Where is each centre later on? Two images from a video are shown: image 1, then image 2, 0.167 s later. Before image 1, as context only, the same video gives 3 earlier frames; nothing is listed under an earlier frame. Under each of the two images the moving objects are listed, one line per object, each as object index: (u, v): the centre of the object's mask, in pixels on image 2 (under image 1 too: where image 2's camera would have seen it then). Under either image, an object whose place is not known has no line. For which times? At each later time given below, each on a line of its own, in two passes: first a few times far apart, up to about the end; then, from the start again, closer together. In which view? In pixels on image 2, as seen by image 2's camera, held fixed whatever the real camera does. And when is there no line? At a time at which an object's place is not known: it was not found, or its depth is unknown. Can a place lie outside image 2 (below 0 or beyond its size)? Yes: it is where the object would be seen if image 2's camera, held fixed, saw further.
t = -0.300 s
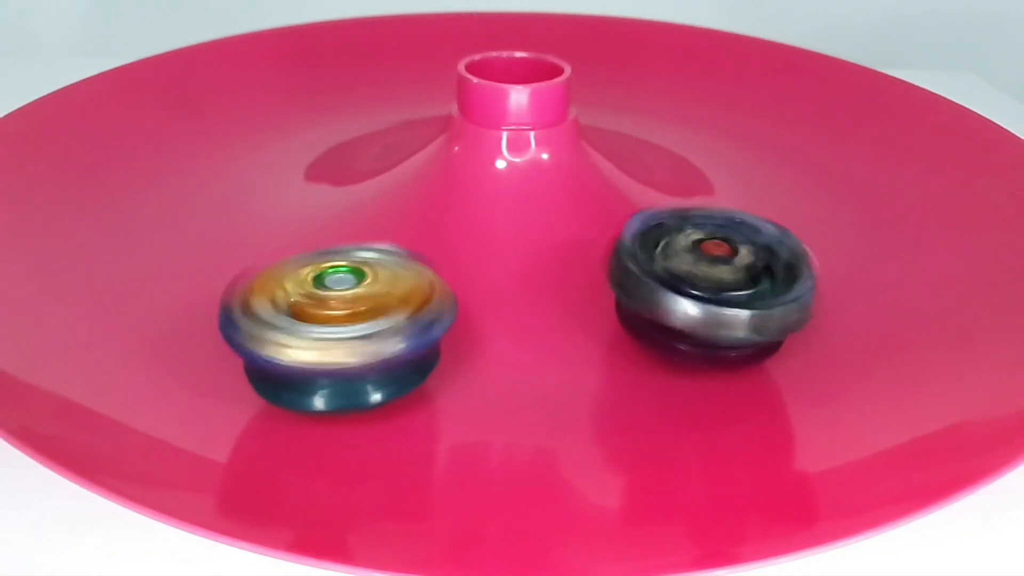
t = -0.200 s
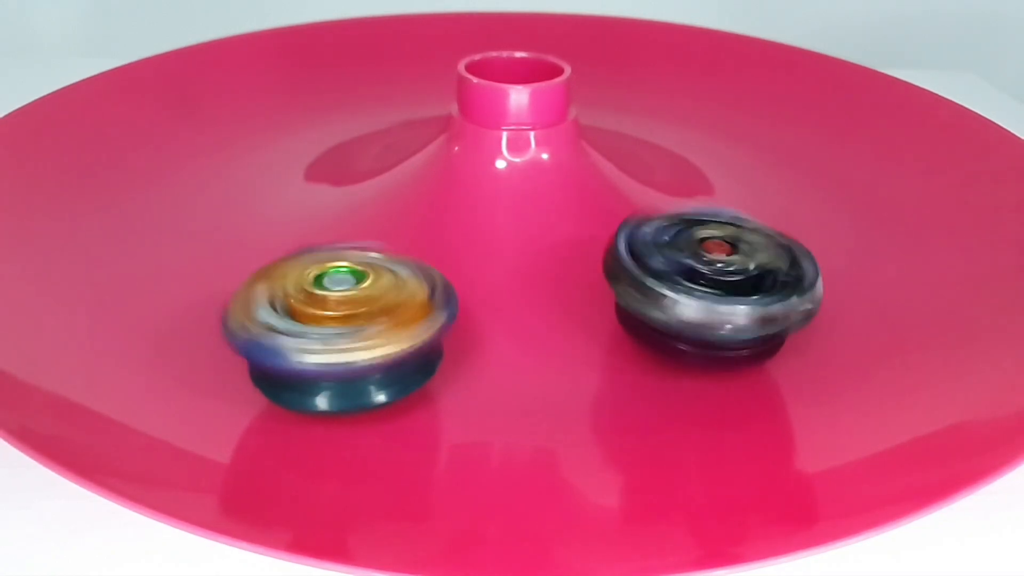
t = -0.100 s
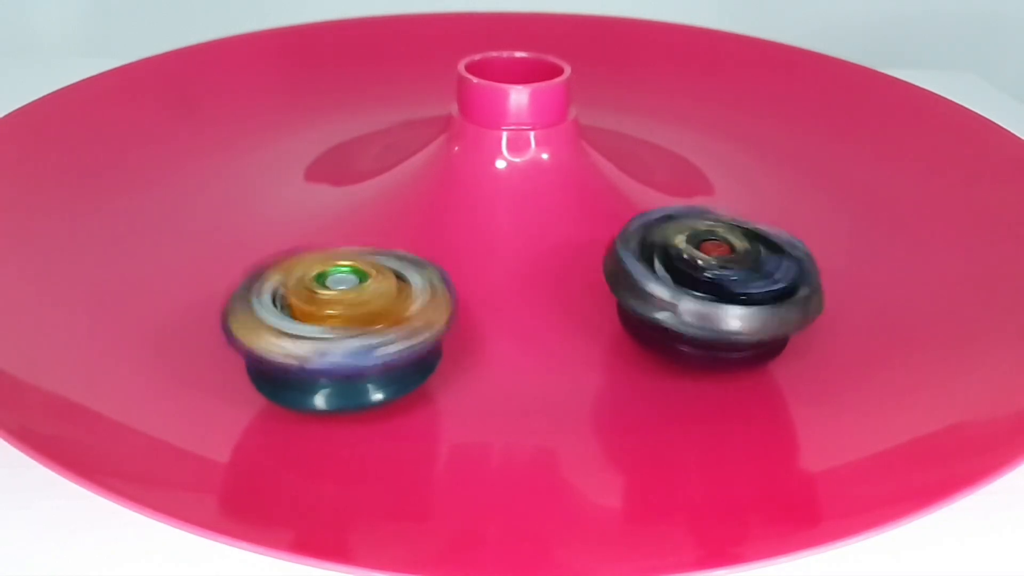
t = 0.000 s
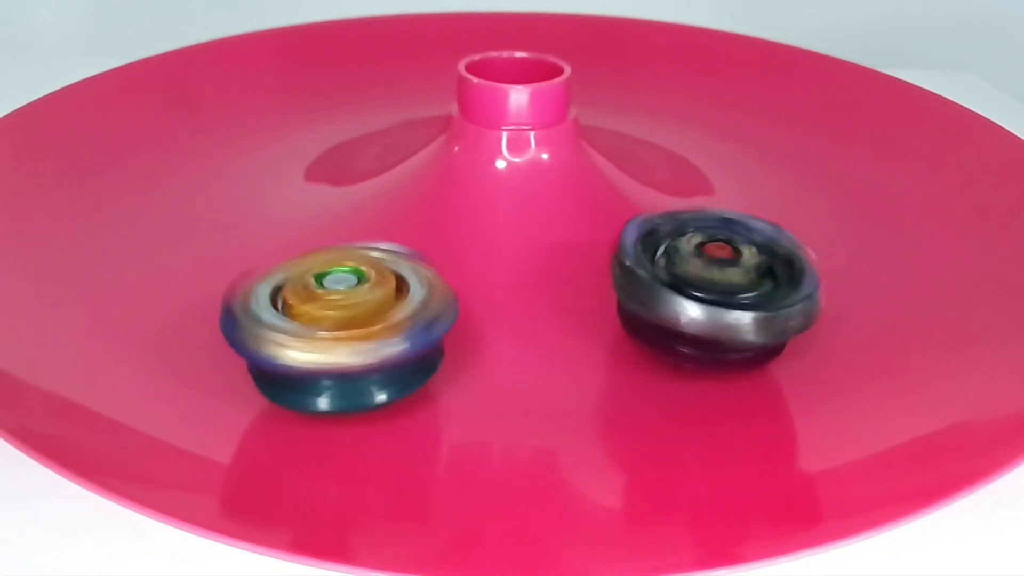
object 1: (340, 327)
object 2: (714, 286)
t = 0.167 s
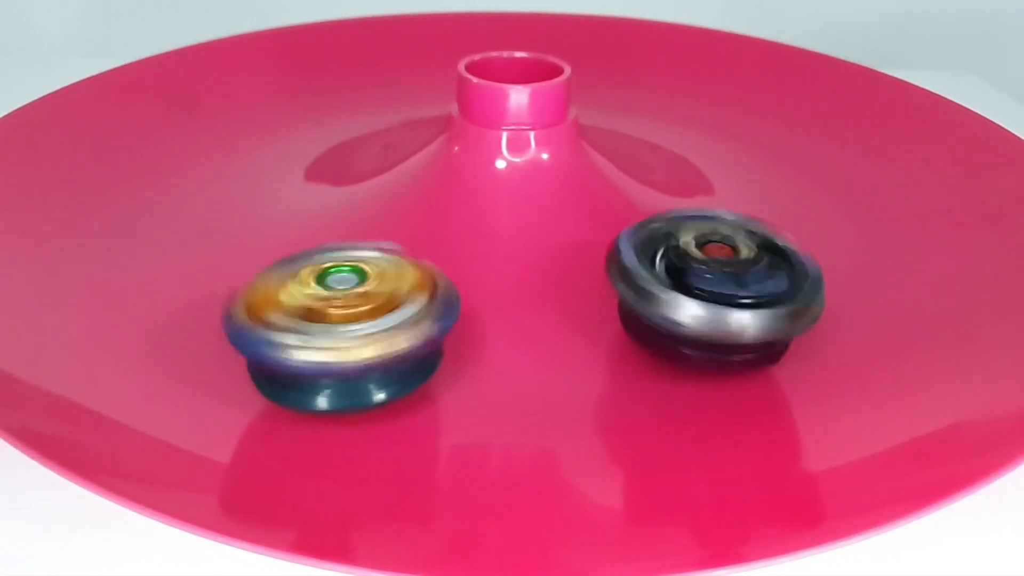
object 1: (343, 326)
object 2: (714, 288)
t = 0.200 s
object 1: (341, 327)
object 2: (714, 289)
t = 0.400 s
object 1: (344, 326)
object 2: (715, 290)
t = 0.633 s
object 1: (345, 326)
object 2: (716, 293)
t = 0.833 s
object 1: (345, 325)
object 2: (718, 296)
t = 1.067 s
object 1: (349, 325)
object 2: (718, 301)
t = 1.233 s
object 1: (350, 325)
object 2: (718, 302)
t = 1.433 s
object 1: (349, 324)
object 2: (719, 306)
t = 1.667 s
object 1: (352, 324)
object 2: (719, 309)
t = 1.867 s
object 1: (352, 324)
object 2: (720, 313)
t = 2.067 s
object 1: (355, 324)
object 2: (723, 316)
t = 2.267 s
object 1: (356, 324)
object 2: (722, 319)
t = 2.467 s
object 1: (355, 323)
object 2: (723, 323)
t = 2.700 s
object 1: (357, 323)
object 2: (724, 326)
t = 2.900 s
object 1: (359, 323)
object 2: (726, 330)
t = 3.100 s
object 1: (360, 323)
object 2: (725, 334)
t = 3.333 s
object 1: (362, 322)
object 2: (725, 336)
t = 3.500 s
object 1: (363, 321)
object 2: (726, 339)
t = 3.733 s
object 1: (364, 321)
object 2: (723, 343)
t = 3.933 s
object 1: (364, 321)
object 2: (721, 345)
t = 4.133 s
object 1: (364, 320)
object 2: (720, 347)
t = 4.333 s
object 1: (367, 320)
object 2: (716, 350)
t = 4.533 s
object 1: (367, 321)
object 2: (713, 351)
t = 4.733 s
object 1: (368, 321)
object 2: (710, 353)
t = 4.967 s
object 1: (369, 320)
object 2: (707, 355)
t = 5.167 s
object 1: (371, 320)
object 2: (701, 356)
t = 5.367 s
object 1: (370, 319)
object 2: (696, 357)
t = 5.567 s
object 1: (373, 319)
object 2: (693, 359)
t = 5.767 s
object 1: (373, 320)
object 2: (687, 359)
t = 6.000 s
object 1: (375, 319)
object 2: (680, 360)
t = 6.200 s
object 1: (375, 320)
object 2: (677, 361)
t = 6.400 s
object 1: (377, 320)
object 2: (669, 361)
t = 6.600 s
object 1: (376, 320)
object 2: (663, 360)
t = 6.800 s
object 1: (377, 320)
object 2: (660, 361)
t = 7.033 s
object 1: (378, 320)
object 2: (651, 360)
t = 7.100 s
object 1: (379, 320)
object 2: (651, 360)
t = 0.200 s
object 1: (341, 327)
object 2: (714, 289)
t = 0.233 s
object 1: (342, 327)
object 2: (715, 289)
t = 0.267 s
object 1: (343, 326)
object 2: (715, 289)
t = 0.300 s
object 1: (342, 326)
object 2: (716, 290)
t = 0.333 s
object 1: (344, 326)
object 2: (715, 289)
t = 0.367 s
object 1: (342, 326)
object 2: (715, 290)
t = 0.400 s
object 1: (344, 326)
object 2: (715, 290)
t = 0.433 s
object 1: (342, 326)
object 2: (715, 291)
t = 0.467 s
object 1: (345, 326)
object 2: (715, 292)
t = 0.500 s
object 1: (343, 325)
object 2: (715, 292)
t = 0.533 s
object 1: (344, 326)
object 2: (716, 293)
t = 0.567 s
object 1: (345, 326)
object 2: (717, 292)
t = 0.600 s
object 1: (343, 325)
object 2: (717, 292)
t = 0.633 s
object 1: (345, 326)
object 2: (716, 293)
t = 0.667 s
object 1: (344, 326)
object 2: (716, 294)
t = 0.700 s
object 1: (346, 326)
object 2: (716, 294)
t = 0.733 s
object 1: (344, 325)
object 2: (716, 295)
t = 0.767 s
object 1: (345, 325)
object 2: (717, 296)
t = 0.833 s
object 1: (345, 325)
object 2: (718, 296)
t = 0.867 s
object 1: (346, 326)
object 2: (718, 297)
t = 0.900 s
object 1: (347, 326)
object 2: (717, 297)
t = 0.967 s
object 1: (346, 325)
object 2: (718, 300)
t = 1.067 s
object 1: (349, 325)
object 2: (718, 301)
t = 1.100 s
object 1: (347, 325)
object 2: (718, 301)
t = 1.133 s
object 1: (348, 325)
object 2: (719, 301)
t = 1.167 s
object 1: (349, 325)
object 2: (720, 301)
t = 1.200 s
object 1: (348, 324)
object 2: (718, 302)
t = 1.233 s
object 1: (350, 325)
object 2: (718, 302)
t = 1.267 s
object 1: (348, 324)
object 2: (719, 303)
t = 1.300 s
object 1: (350, 325)
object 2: (718, 304)
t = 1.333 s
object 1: (348, 325)
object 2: (719, 304)
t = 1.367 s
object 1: (350, 325)
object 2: (718, 305)
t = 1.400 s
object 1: (349, 325)
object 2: (718, 306)
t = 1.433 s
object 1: (349, 324)
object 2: (719, 306)
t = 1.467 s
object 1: (351, 324)
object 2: (721, 306)
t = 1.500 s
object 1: (349, 324)
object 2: (719, 306)
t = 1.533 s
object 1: (351, 325)
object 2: (719, 307)
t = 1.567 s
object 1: (350, 325)
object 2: (719, 308)
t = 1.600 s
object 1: (352, 325)
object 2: (719, 308)
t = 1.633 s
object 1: (350, 324)
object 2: (719, 309)
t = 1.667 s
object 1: (352, 324)
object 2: (719, 309)
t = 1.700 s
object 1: (351, 324)
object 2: (720, 311)
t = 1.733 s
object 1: (351, 324)
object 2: (721, 310)
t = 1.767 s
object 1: (352, 325)
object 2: (721, 311)
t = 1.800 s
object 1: (352, 324)
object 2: (720, 311)
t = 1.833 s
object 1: (353, 324)
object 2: (720, 312)
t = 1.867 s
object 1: (352, 324)
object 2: (720, 313)
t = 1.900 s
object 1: (354, 324)
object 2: (720, 313)
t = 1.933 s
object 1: (352, 323)
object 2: (720, 314)
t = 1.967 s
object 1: (353, 324)
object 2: (721, 314)
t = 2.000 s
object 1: (353, 324)
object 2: (722, 315)
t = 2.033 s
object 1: (353, 324)
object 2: (722, 315)
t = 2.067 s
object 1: (355, 324)
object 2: (723, 316)
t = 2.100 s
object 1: (354, 323)
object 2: (721, 316)
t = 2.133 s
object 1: (356, 323)
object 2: (722, 317)
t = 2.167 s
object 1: (353, 323)
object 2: (721, 318)
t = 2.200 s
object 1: (355, 324)
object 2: (722, 318)
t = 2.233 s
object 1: (354, 324)
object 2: (722, 319)
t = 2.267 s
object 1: (356, 324)
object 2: (722, 319)
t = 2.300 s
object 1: (355, 324)
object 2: (724, 320)
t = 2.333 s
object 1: (355, 323)
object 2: (724, 320)
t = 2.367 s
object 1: (357, 323)
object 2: (723, 321)
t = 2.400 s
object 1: (355, 323)
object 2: (723, 321)
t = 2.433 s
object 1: (357, 323)
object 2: (723, 322)
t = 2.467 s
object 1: (355, 323)
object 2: (723, 323)
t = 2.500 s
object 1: (358, 323)
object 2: (724, 323)
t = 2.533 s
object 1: (356, 323)
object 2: (724, 324)
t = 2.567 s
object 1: (357, 323)
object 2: (724, 325)
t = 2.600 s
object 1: (357, 323)
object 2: (725, 325)
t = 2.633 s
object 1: (356, 323)
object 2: (726, 326)
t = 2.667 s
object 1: (358, 323)
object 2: (725, 326)
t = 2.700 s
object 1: (357, 323)
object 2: (724, 326)
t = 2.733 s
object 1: (359, 323)
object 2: (725, 327)
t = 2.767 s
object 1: (357, 323)
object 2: (725, 327)
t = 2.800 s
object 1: (359, 322)
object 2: (725, 329)
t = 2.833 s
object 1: (358, 323)
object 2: (725, 329)
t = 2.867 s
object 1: (358, 323)
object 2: (725, 330)
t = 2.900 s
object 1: (359, 323)
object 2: (726, 330)
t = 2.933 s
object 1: (358, 323)
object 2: (727, 331)
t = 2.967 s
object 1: (360, 323)
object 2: (725, 331)
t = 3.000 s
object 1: (358, 322)
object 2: (725, 331)
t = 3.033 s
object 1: (359, 322)
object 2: (725, 333)
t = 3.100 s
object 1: (360, 323)
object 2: (725, 334)
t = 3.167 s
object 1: (361, 323)
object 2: (726, 334)
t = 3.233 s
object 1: (360, 322)
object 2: (727, 335)
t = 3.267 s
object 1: (360, 321)
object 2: (725, 336)
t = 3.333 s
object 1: (362, 322)
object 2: (725, 336)
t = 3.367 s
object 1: (361, 323)
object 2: (725, 337)
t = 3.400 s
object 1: (361, 322)
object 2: (725, 338)
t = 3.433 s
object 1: (361, 322)
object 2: (725, 338)
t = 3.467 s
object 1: (361, 321)
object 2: (726, 339)
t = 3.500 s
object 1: (363, 321)
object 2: (726, 339)
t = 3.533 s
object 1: (360, 321)
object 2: (726, 340)
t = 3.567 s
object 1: (363, 321)
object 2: (724, 340)
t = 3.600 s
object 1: (361, 322)
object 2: (724, 340)
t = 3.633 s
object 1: (363, 322)
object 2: (723, 341)
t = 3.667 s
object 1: (363, 321)
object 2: (724, 342)
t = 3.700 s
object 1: (363, 321)
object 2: (723, 343)
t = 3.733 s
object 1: (364, 321)
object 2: (723, 343)
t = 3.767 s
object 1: (362, 321)
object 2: (723, 344)
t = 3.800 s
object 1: (364, 321)
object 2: (724, 344)
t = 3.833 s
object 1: (363, 321)
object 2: (723, 344)
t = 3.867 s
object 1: (365, 321)
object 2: (721, 344)
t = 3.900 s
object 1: (364, 321)
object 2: (721, 345)
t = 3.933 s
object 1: (364, 321)
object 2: (721, 345)
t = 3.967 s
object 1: (365, 321)
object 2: (721, 346)
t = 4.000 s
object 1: (364, 321)
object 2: (720, 346)
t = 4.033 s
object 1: (365, 321)
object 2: (720, 347)
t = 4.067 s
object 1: (364, 321)
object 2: (721, 347)
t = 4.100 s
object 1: (366, 321)
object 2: (721, 347)
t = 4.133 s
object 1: (364, 320)
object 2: (720, 347)
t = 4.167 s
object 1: (366, 320)
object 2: (718, 348)
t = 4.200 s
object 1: (365, 320)
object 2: (718, 349)
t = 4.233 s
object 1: (365, 321)
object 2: (718, 349)
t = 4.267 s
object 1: (366, 321)
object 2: (718, 349)
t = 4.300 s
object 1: (365, 321)
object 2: (717, 350)
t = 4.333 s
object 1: (367, 320)
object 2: (716, 350)
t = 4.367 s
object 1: (366, 320)
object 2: (717, 350)
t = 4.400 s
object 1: (368, 320)
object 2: (717, 350)
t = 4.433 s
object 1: (366, 320)
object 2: (715, 350)
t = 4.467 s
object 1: (367, 320)
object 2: (714, 350)
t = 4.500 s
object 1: (367, 321)
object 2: (714, 351)
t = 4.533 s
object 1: (367, 321)
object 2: (713, 351)
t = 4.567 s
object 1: (368, 321)
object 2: (713, 352)
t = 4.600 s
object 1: (367, 320)
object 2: (712, 352)
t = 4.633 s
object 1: (369, 320)
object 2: (712, 353)
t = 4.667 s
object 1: (367, 320)
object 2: (712, 353)
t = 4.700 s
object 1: (368, 320)
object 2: (712, 353)
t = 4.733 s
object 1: (368, 321)
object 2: (710, 353)
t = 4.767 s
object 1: (368, 320)
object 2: (708, 353)
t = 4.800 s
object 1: (369, 320)
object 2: (708, 354)
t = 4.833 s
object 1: (368, 320)
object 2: (708, 354)
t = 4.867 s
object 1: (370, 319)
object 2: (708, 354)
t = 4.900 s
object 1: (368, 319)
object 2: (707, 354)
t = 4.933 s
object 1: (370, 320)
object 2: (706, 355)
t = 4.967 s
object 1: (369, 320)
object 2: (707, 355)
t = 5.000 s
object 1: (370, 320)
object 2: (706, 356)
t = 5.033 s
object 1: (370, 320)
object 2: (704, 355)
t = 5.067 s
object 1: (370, 319)
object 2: (702, 355)
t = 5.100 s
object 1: (371, 320)
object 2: (703, 356)
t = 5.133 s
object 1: (369, 319)
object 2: (702, 356)
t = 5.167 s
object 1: (371, 320)
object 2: (701, 356)
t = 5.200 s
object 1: (370, 320)
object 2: (700, 357)
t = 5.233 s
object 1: (371, 320)
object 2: (700, 357)
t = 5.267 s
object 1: (371, 320)
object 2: (700, 357)
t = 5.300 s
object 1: (371, 319)
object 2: (700, 357)
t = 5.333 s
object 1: (372, 319)
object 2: (698, 358)
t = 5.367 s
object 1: (370, 319)
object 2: (696, 357)
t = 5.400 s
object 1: (372, 320)
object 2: (696, 357)
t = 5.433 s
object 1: (370, 320)
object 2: (695, 357)
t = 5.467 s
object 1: (373, 320)
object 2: (695, 358)
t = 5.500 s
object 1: (372, 320)
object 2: (693, 358)
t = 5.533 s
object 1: (372, 320)
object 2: (693, 359)
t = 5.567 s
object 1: (373, 319)
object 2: (693, 359)
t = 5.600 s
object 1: (371, 319)
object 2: (693, 359)
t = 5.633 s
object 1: (373, 320)
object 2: (690, 358)
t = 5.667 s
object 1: (372, 320)
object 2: (688, 359)
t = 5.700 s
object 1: (374, 320)
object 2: (688, 359)
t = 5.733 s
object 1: (373, 320)
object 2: (688, 359)
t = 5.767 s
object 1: (373, 320)
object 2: (687, 359)
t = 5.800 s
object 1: (373, 319)
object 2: (686, 360)
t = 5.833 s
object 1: (372, 320)
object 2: (686, 360)
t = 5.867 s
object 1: (374, 320)
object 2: (686, 360)
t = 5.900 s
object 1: (373, 320)
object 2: (685, 360)
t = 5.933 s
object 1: (375, 320)
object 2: (683, 360)
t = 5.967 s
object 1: (374, 320)
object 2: (680, 360)
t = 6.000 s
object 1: (375, 319)
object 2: (680, 360)
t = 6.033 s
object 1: (375, 319)
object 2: (680, 360)
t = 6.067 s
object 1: (374, 319)
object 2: (679, 360)
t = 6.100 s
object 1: (375, 320)
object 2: (678, 360)
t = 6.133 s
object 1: (374, 320)
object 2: (677, 361)
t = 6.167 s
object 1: (376, 320)
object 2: (677, 360)
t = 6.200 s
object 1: (375, 320)
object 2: (677, 361)
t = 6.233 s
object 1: (376, 319)
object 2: (674, 360)
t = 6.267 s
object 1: (375, 319)
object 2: (672, 360)
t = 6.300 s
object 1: (375, 319)
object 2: (672, 360)
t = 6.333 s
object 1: (376, 320)
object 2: (671, 361)
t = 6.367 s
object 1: (375, 320)
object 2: (671, 361)
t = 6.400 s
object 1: (377, 320)
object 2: (669, 361)
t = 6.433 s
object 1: (376, 320)
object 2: (669, 361)
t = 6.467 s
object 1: (377, 319)
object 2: (669, 360)
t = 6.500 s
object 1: (376, 320)
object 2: (668, 361)
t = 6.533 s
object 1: (376, 320)
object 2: (666, 360)
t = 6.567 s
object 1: (376, 320)
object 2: (664, 360)
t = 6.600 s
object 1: (376, 320)
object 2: (663, 360)
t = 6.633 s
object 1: (378, 320)
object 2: (662, 360)
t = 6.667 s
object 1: (376, 319)
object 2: (662, 360)
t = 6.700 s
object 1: (378, 319)
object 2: (660, 360)
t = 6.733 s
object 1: (377, 319)
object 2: (660, 361)
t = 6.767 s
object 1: (378, 319)
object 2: (660, 360)
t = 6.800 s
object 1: (377, 320)
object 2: (660, 361)
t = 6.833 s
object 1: (377, 320)
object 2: (657, 360)
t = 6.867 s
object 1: (378, 320)
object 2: (655, 360)
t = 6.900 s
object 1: (377, 319)
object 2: (655, 360)
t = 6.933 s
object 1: (379, 319)
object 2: (654, 359)
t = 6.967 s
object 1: (377, 319)
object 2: (653, 360)
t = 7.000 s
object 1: (379, 319)
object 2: (652, 360)
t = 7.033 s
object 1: (378, 320)
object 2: (651, 360)
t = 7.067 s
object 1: (378, 320)
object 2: (651, 359)
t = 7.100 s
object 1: (379, 320)
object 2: (651, 360)
